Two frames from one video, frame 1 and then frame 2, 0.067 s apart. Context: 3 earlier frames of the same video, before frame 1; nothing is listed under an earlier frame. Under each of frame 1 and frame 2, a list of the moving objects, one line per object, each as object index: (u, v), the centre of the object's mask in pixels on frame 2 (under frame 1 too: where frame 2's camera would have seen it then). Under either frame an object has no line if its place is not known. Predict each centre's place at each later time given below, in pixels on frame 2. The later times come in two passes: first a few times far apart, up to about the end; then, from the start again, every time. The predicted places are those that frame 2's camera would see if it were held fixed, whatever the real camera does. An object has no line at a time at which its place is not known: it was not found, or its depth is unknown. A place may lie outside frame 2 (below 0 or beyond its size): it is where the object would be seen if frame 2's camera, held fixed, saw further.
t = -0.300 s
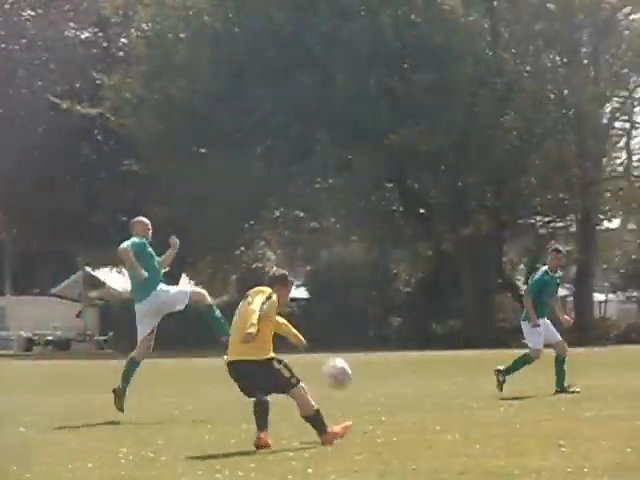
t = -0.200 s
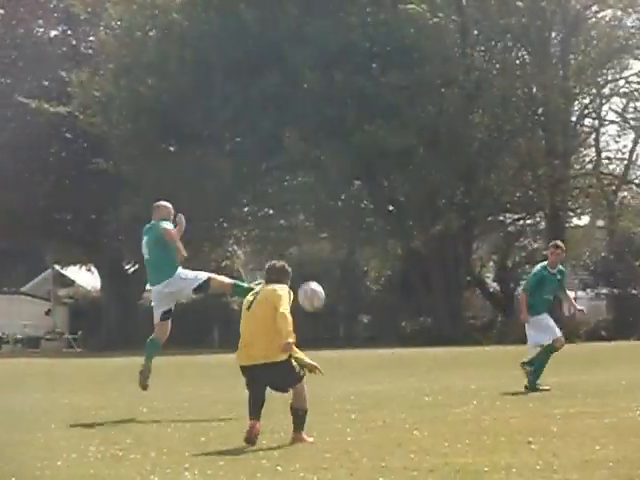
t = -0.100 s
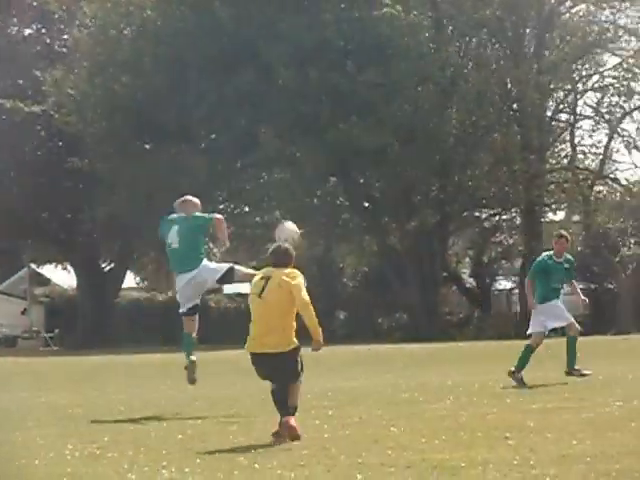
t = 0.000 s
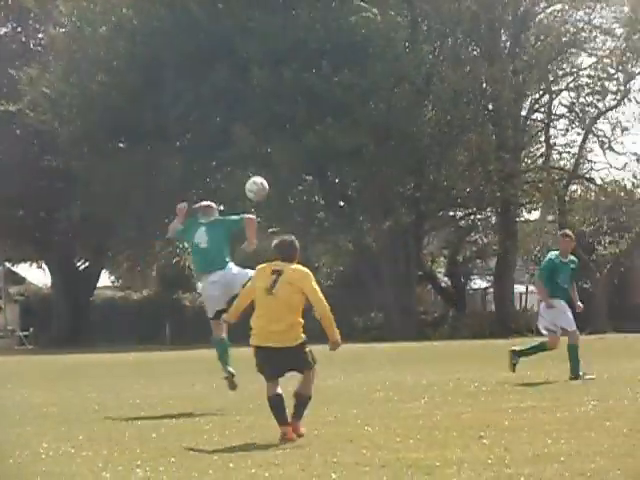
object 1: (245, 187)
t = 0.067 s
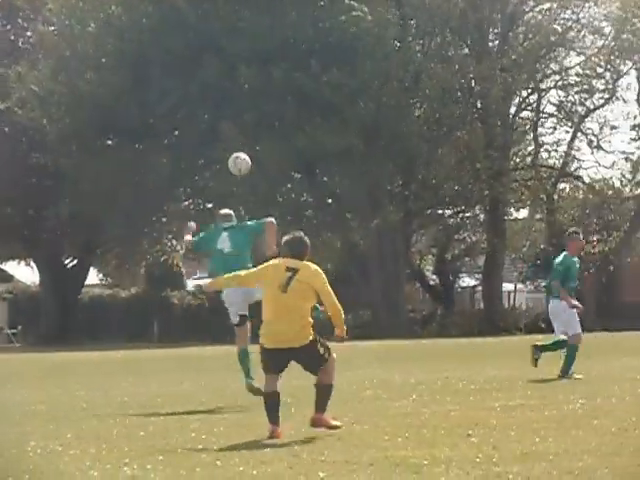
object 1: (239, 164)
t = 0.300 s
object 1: (204, 114)
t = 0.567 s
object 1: (148, 101)
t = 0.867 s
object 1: (81, 126)
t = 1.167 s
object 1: (13, 187)
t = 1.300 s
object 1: (-18, 222)
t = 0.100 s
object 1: (235, 154)
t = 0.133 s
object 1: (232, 146)
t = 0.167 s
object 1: (226, 138)
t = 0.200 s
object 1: (221, 130)
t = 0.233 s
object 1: (216, 124)
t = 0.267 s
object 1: (210, 119)
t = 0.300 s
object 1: (204, 114)
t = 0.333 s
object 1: (198, 111)
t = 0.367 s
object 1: (190, 107)
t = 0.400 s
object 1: (184, 105)
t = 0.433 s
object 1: (177, 103)
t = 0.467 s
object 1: (170, 102)
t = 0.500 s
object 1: (163, 101)
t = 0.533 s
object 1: (155, 101)
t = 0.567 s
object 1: (148, 101)
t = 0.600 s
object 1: (141, 101)
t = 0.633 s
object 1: (133, 103)
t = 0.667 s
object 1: (126, 104)
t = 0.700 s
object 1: (119, 106)
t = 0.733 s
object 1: (111, 110)
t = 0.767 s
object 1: (104, 113)
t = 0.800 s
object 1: (96, 117)
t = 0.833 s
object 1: (89, 122)
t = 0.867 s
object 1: (81, 126)
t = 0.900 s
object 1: (74, 132)
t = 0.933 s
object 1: (66, 137)
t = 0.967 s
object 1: (59, 143)
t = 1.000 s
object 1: (51, 150)
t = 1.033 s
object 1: (43, 156)
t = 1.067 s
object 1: (36, 163)
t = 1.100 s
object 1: (29, 171)
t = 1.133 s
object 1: (21, 179)
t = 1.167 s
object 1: (13, 187)
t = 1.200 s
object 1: (5, 195)
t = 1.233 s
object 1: (-2, 204)
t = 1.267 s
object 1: (-11, 213)
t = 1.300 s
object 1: (-18, 222)
